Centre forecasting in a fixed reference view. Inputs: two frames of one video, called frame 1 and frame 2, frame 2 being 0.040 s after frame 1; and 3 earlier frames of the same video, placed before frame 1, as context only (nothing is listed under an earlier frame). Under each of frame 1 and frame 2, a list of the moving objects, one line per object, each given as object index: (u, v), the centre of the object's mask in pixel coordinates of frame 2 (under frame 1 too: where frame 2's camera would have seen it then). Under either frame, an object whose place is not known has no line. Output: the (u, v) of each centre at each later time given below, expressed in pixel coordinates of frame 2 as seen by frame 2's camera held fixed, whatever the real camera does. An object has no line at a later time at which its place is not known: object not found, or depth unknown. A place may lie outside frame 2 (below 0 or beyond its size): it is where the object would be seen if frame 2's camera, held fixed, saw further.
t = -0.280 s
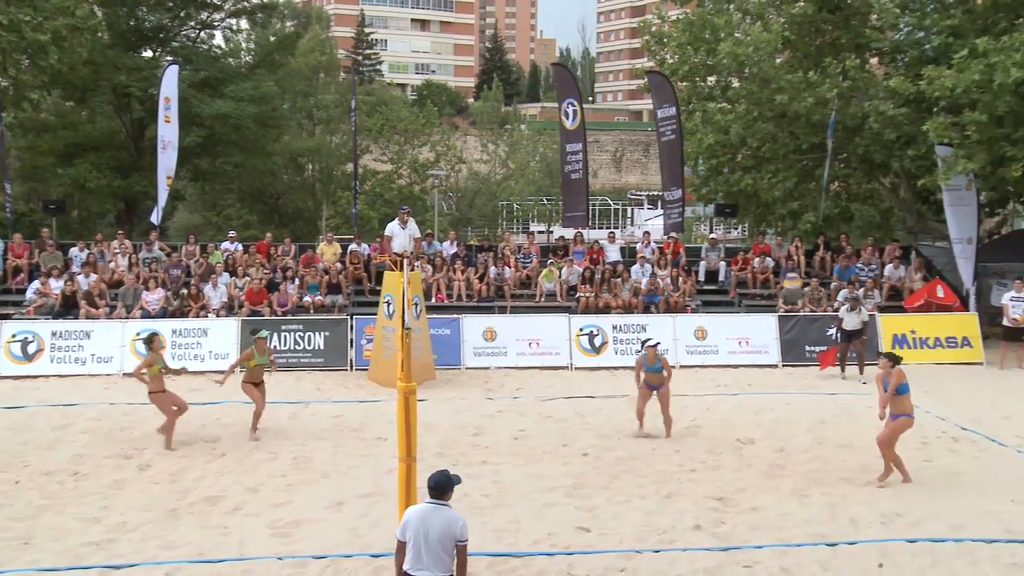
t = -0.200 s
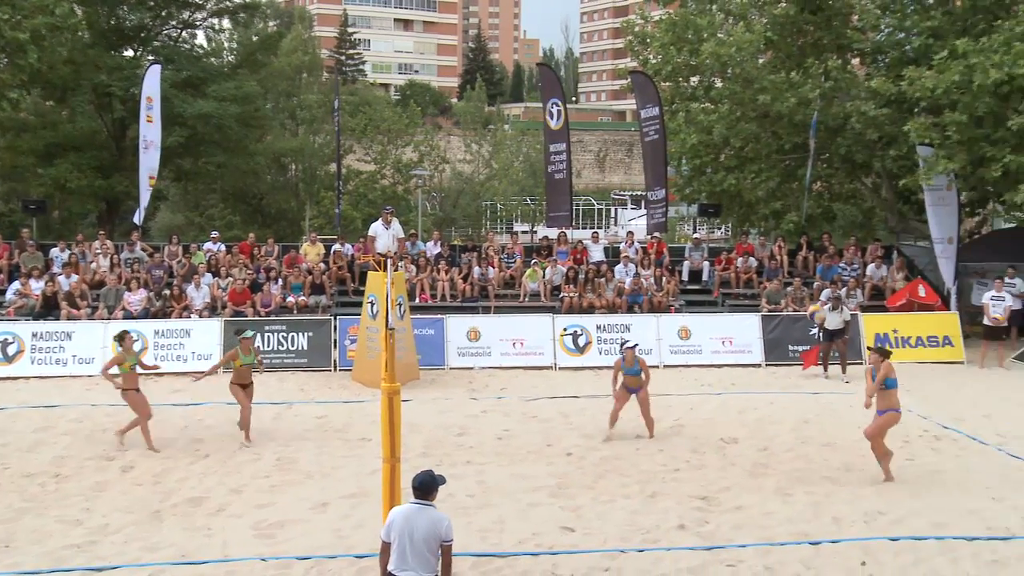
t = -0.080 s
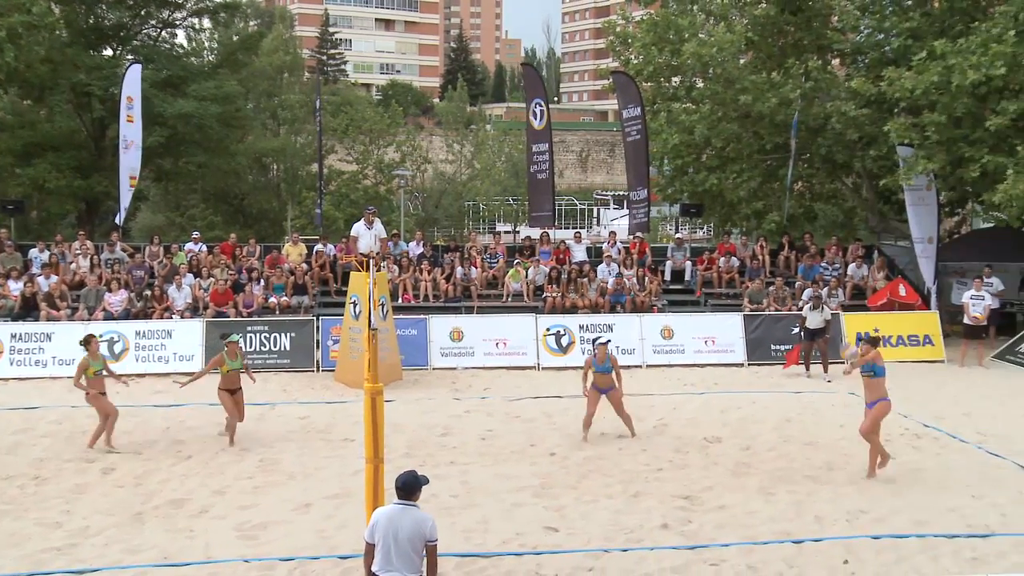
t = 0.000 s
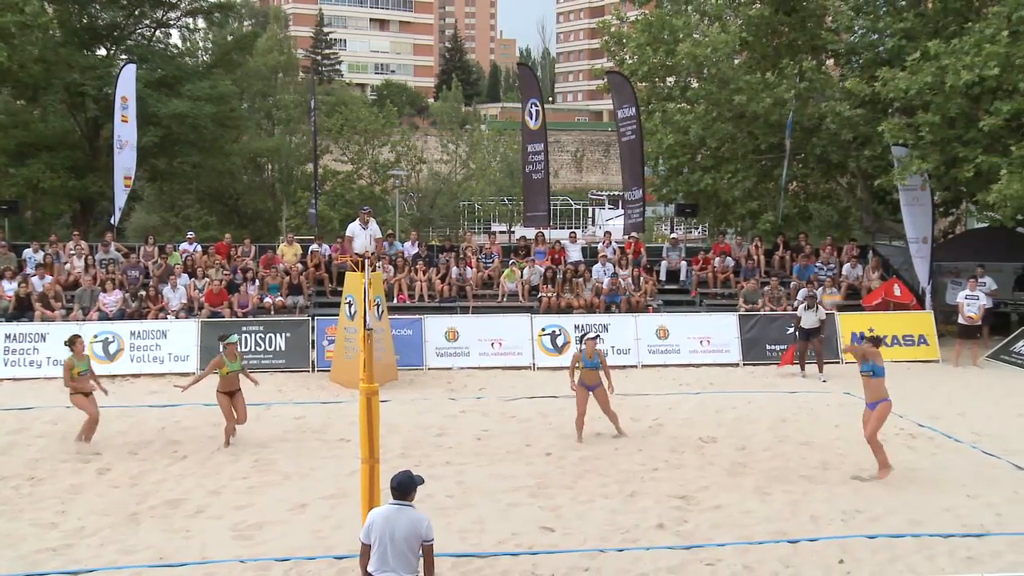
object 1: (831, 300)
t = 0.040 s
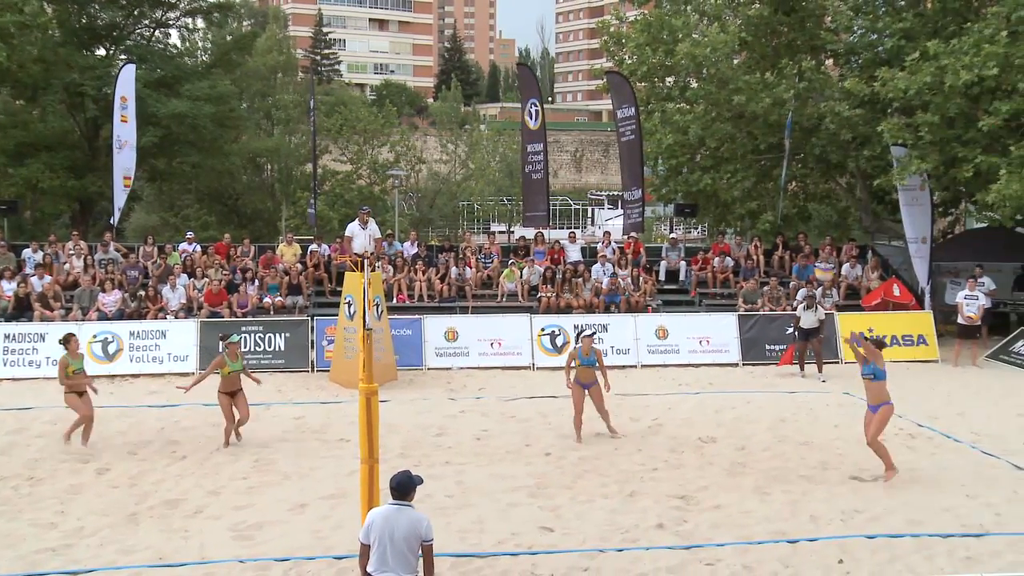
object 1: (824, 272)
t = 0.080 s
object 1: (818, 249)
